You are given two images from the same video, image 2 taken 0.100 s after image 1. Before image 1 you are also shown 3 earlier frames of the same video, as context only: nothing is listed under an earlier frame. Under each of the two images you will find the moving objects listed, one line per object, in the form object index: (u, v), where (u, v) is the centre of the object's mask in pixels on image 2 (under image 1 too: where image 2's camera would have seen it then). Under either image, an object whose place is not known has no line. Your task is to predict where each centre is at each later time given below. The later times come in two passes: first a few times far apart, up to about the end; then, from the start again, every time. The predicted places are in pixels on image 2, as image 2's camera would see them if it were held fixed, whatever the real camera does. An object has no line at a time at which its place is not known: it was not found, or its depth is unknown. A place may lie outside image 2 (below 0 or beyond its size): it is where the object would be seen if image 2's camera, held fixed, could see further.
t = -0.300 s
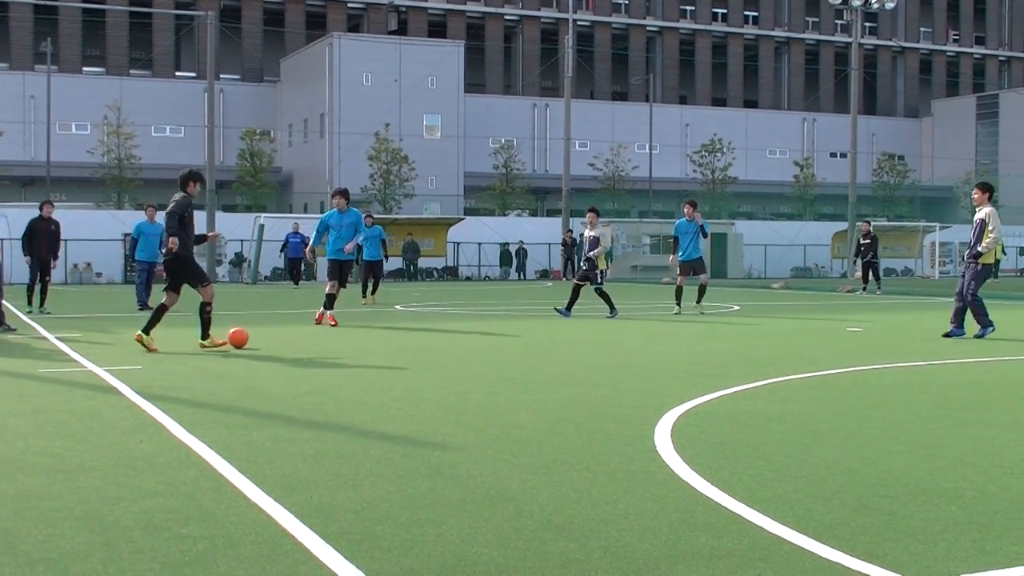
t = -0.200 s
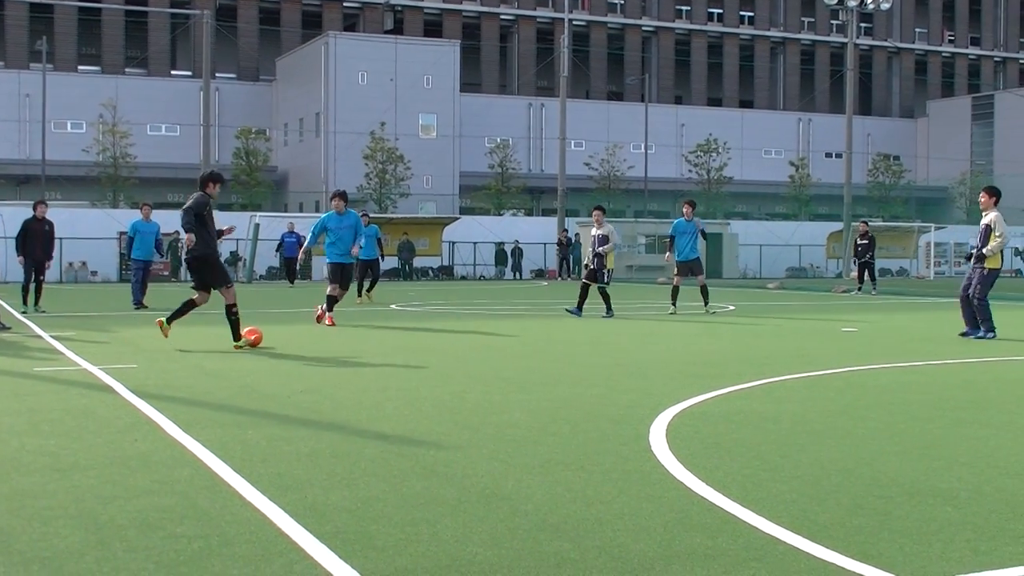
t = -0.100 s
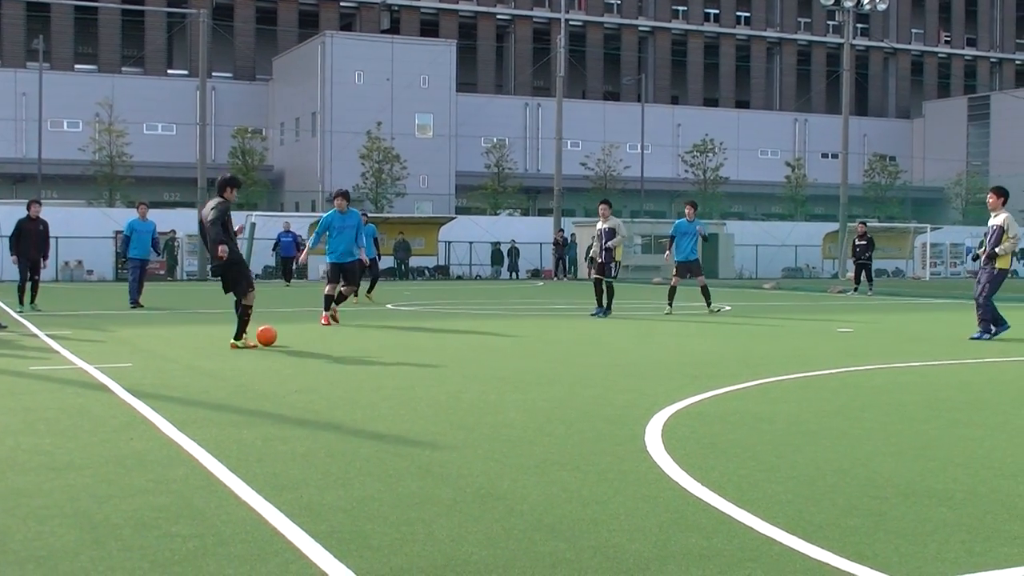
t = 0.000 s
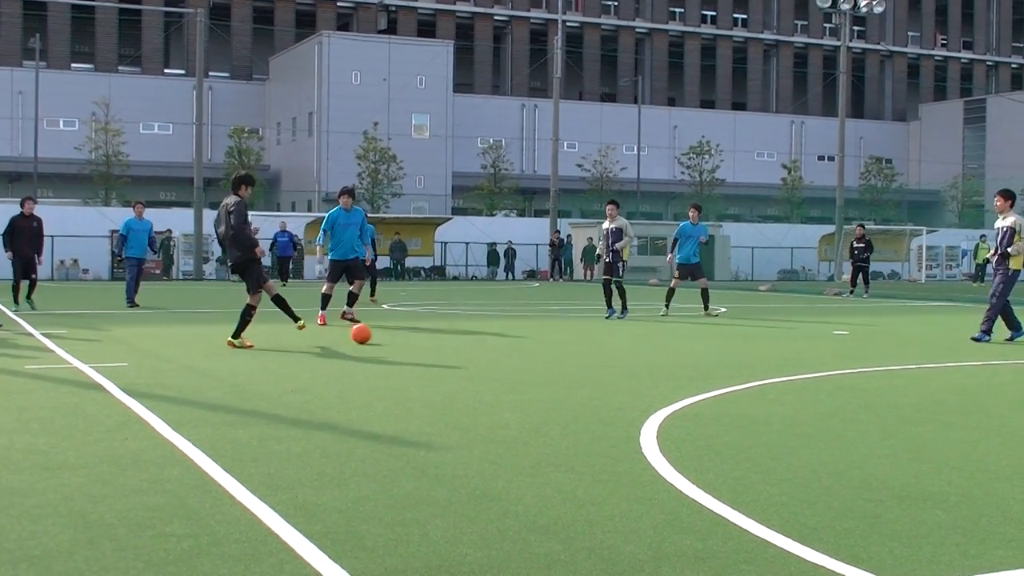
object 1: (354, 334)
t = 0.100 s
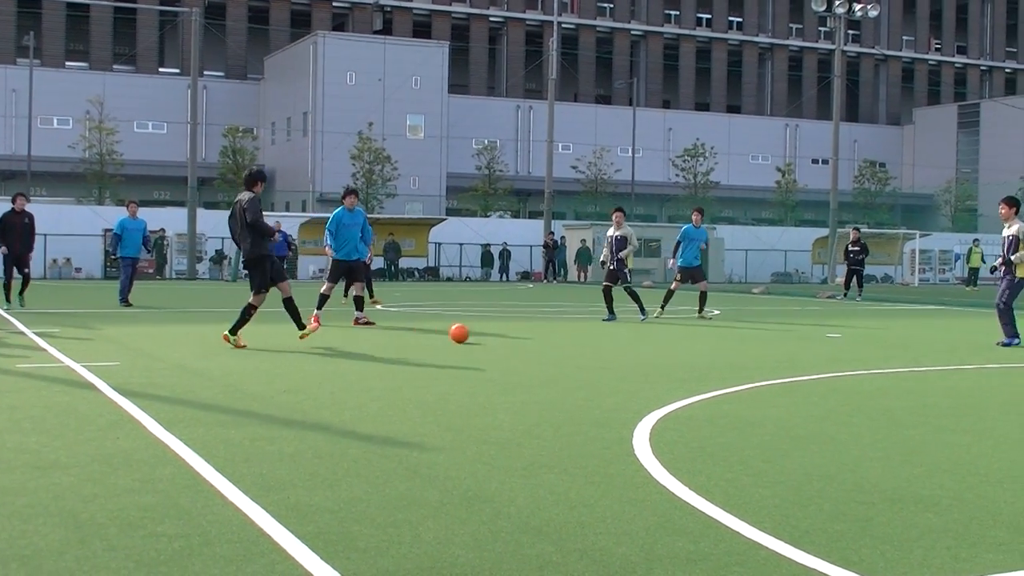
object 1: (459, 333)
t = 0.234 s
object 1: (585, 332)
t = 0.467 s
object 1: (772, 330)
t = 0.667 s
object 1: (906, 331)
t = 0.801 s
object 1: (984, 332)
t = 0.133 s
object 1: (492, 333)
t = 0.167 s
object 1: (524, 332)
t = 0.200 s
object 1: (555, 332)
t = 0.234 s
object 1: (585, 332)
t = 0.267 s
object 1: (614, 332)
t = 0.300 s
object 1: (642, 332)
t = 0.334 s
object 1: (670, 331)
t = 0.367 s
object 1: (696, 331)
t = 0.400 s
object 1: (722, 331)
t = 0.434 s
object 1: (747, 331)
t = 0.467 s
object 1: (772, 330)
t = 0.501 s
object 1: (796, 331)
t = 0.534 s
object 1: (818, 330)
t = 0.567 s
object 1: (841, 331)
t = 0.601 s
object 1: (863, 331)
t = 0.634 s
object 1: (884, 331)
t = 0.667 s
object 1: (906, 331)
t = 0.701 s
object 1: (926, 331)
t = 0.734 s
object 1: (946, 331)
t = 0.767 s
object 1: (965, 332)
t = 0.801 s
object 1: (984, 332)
